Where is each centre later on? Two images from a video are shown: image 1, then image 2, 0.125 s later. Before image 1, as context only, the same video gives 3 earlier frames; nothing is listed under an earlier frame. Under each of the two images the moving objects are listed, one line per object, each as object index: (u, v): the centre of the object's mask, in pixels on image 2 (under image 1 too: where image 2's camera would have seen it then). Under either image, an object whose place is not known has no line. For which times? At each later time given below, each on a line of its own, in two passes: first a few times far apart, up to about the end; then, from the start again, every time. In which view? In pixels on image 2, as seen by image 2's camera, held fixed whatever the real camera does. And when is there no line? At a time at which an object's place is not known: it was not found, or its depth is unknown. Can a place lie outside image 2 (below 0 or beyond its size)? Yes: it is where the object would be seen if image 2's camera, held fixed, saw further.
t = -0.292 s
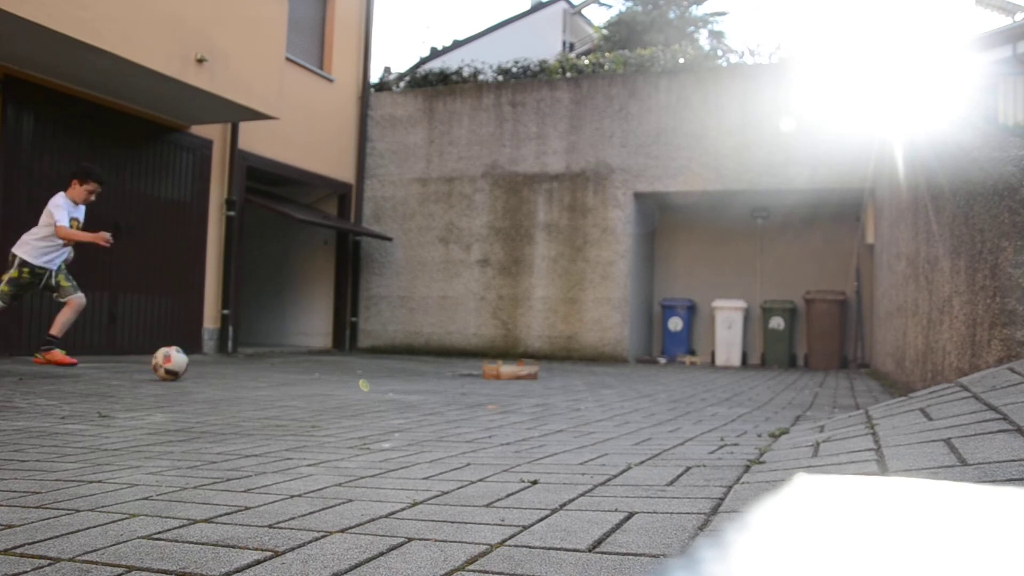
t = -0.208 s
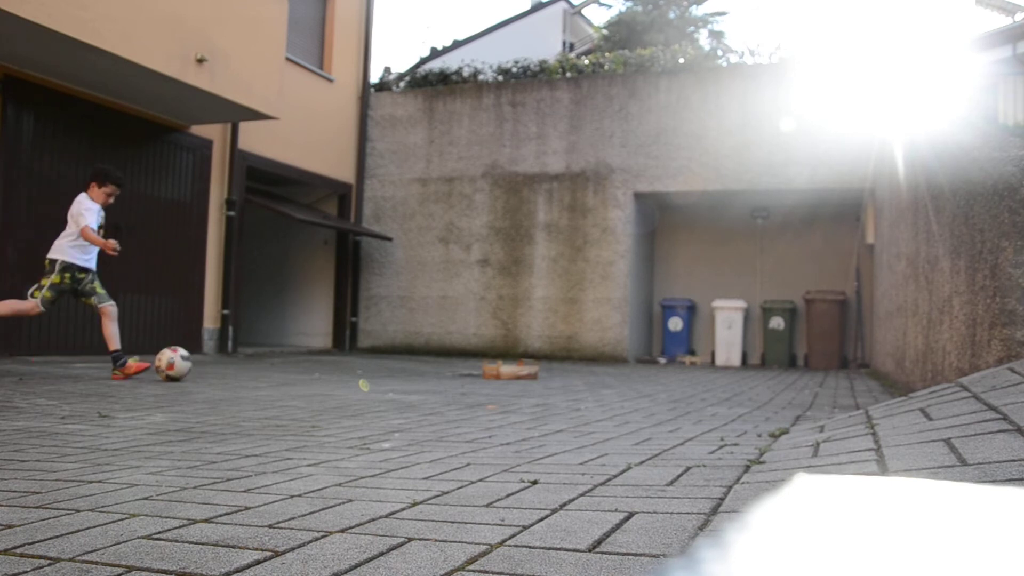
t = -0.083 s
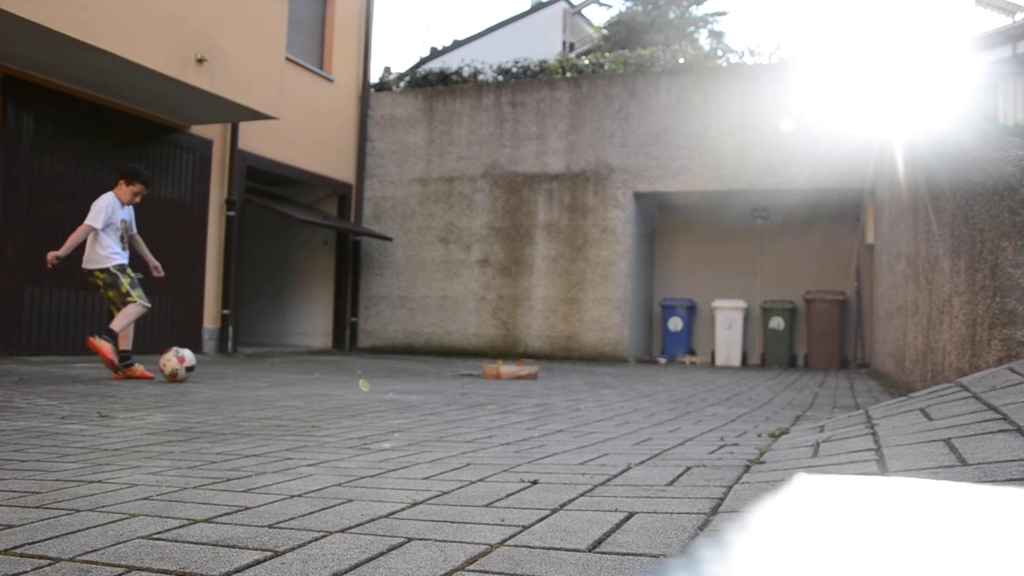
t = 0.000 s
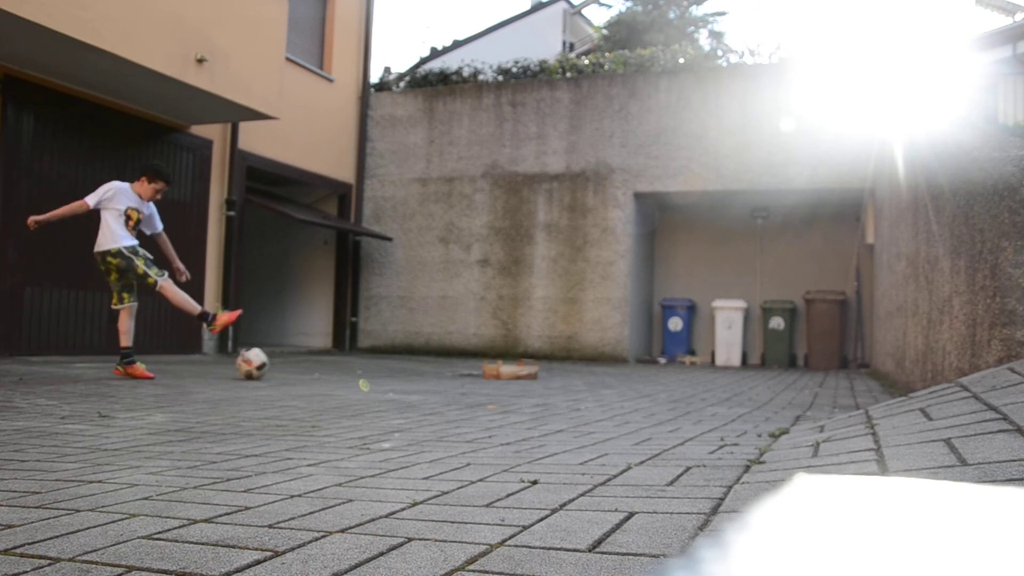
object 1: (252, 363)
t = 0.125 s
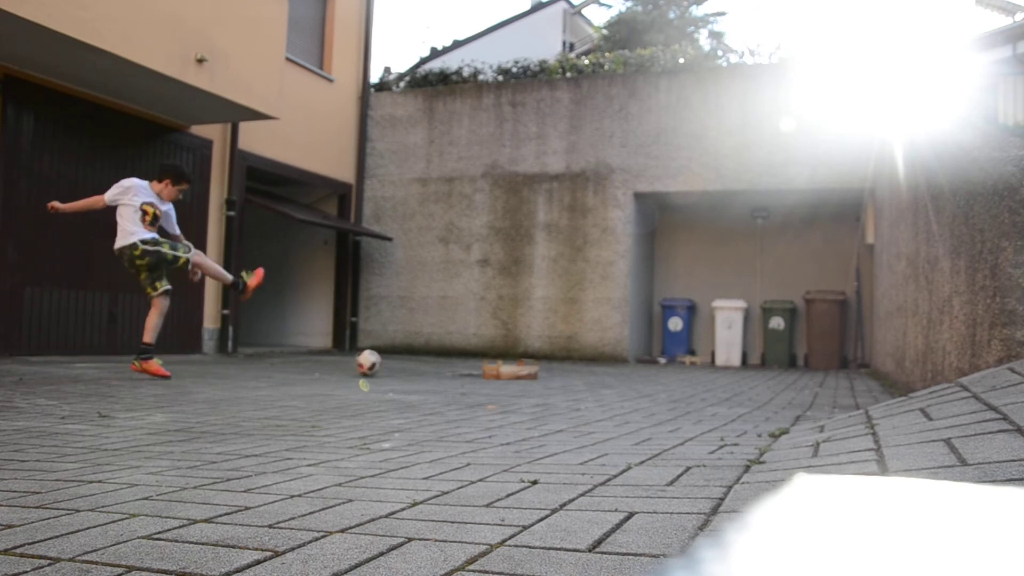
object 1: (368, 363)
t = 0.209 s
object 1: (420, 359)
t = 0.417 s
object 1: (503, 356)
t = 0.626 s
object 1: (550, 354)
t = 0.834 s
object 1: (567, 333)
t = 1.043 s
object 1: (562, 312)
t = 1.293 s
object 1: (554, 333)
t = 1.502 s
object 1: (551, 347)
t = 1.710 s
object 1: (551, 332)
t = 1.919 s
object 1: (550, 364)
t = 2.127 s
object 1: (550, 345)
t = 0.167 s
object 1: (395, 362)
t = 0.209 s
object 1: (420, 359)
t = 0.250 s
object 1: (441, 360)
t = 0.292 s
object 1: (461, 362)
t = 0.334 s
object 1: (476, 359)
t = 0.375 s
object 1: (490, 356)
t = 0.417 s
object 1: (503, 356)
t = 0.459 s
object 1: (514, 356)
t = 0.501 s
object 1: (525, 355)
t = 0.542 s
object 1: (534, 354)
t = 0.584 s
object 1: (542, 355)
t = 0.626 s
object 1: (550, 354)
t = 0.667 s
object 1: (557, 353)
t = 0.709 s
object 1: (564, 353)
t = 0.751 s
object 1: (568, 350)
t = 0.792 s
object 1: (568, 340)
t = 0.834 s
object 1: (567, 333)
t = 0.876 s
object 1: (566, 327)
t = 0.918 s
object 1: (564, 321)
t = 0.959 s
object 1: (564, 318)
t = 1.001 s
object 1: (563, 315)
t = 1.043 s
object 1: (562, 312)
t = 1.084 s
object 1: (561, 312)
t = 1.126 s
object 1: (560, 313)
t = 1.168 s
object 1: (559, 315)
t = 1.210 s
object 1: (557, 319)
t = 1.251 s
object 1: (556, 325)
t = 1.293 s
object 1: (554, 333)
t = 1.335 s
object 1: (553, 342)
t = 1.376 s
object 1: (551, 355)
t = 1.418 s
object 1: (550, 365)
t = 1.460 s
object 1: (550, 355)
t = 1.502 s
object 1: (551, 347)
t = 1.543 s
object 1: (551, 341)
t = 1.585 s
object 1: (551, 336)
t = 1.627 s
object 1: (551, 333)
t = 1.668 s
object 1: (551, 332)
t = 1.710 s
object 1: (551, 332)
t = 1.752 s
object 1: (551, 334)
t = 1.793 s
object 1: (551, 338)
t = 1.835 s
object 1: (551, 345)
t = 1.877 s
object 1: (551, 353)
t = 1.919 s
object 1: (550, 364)
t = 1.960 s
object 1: (551, 364)
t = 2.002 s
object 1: (550, 356)
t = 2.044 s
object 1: (550, 351)
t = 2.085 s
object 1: (549, 347)
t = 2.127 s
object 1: (550, 345)
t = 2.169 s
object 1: (549, 345)
